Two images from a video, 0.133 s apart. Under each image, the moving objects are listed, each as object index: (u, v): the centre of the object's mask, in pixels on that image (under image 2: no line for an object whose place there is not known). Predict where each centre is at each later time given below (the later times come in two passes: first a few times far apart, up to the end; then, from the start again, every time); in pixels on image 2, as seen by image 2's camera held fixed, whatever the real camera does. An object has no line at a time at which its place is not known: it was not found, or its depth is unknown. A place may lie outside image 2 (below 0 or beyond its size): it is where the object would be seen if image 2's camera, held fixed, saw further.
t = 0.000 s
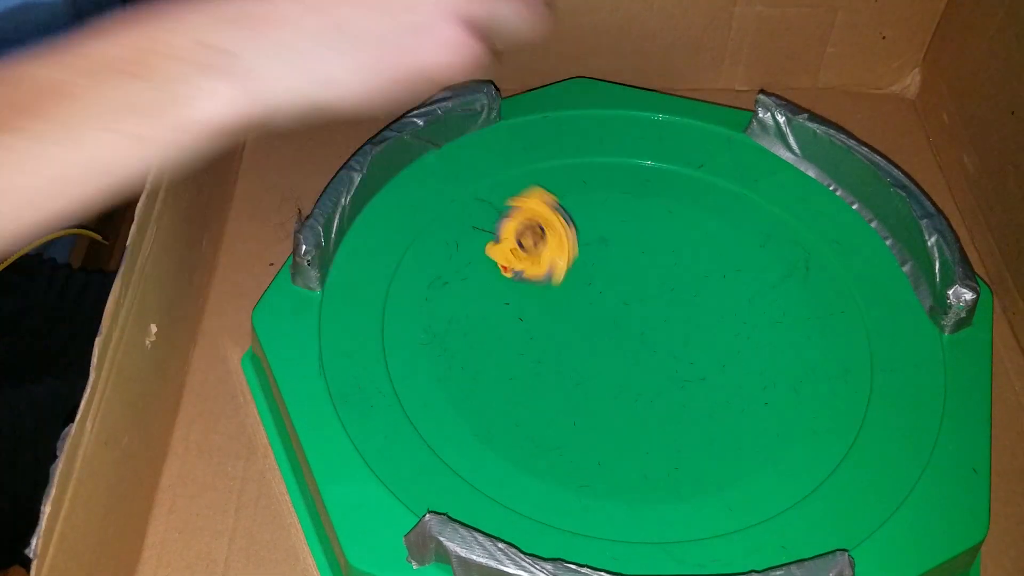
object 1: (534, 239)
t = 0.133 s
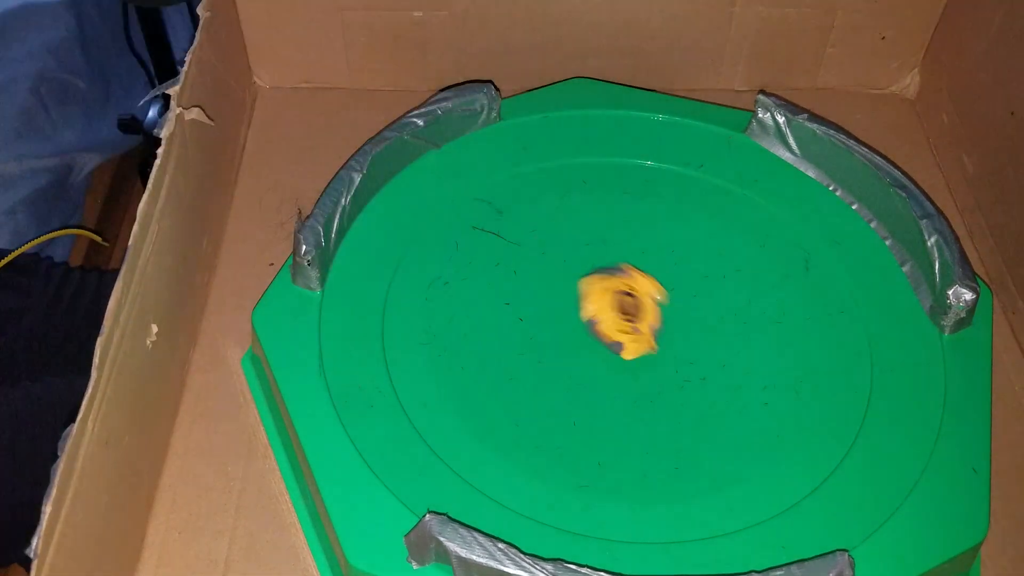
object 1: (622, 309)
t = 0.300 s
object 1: (699, 333)
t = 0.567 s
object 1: (694, 329)
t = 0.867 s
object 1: (653, 344)
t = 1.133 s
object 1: (684, 351)
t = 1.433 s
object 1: (656, 347)
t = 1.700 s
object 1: (680, 325)
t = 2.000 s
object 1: (648, 335)
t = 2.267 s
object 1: (667, 352)
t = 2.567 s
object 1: (651, 346)
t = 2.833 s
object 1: (671, 326)
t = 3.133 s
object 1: (662, 329)
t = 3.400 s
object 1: (657, 351)
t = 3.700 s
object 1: (651, 347)
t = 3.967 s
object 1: (652, 325)
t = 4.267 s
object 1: (650, 331)
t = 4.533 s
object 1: (652, 348)
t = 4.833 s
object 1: (652, 349)
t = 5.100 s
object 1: (646, 336)
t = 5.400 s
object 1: (653, 324)
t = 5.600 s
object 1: (643, 338)
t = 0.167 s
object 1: (641, 318)
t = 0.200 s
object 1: (662, 325)
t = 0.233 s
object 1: (684, 331)
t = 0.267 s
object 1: (695, 333)
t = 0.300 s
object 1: (699, 333)
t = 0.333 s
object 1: (700, 334)
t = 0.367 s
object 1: (700, 334)
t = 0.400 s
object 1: (700, 334)
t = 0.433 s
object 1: (699, 333)
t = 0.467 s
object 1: (698, 331)
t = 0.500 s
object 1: (697, 330)
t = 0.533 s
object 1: (695, 329)
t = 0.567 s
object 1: (694, 329)
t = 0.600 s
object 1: (691, 328)
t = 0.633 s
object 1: (688, 327)
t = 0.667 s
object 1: (683, 326)
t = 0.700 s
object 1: (679, 325)
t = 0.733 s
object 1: (669, 327)
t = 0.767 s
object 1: (656, 331)
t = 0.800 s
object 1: (652, 336)
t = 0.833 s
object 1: (652, 339)
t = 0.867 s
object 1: (653, 344)
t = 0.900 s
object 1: (656, 348)
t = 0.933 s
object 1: (656, 351)
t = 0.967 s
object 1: (665, 352)
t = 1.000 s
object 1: (671, 352)
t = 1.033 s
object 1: (677, 353)
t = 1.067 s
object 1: (681, 352)
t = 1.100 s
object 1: (683, 351)
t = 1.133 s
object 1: (684, 351)
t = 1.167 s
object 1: (685, 351)
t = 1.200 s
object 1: (684, 351)
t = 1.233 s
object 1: (683, 352)
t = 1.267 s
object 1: (680, 352)
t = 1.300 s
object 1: (676, 352)
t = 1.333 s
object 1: (671, 352)
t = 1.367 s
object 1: (665, 352)
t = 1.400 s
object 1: (660, 350)
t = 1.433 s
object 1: (656, 347)
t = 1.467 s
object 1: (656, 343)
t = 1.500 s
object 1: (646, 340)
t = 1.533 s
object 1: (659, 333)
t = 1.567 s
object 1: (663, 329)
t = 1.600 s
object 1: (668, 326)
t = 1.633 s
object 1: (672, 325)
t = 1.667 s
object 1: (676, 325)
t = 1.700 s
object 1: (680, 325)
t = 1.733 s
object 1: (682, 326)
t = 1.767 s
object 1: (683, 326)
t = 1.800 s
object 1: (681, 325)
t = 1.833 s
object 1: (679, 325)
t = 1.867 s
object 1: (675, 325)
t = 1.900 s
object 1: (670, 326)
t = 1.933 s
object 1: (654, 327)
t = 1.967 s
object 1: (649, 331)
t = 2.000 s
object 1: (648, 335)
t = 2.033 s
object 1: (649, 339)
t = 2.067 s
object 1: (650, 344)
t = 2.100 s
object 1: (651, 347)
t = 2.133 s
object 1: (654, 349)
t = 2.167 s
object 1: (658, 351)
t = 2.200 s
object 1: (661, 352)
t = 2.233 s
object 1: (664, 352)
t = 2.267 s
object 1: (667, 352)
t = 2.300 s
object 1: (668, 352)
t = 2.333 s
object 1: (669, 352)
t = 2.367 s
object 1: (668, 352)
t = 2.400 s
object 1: (663, 352)
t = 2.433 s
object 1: (661, 353)
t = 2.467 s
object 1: (660, 352)
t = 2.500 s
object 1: (657, 351)
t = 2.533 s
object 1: (654, 349)
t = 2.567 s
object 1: (651, 346)
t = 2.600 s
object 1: (649, 344)
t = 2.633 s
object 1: (647, 340)
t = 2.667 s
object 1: (649, 337)
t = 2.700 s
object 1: (648, 333)
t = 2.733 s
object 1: (650, 330)
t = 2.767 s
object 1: (663, 329)
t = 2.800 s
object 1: (669, 326)
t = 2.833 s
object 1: (671, 326)
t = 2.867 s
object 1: (675, 325)
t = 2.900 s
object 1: (676, 325)
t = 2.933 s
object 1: (676, 325)
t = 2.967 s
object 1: (675, 325)
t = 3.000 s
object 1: (674, 325)
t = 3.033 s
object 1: (672, 325)
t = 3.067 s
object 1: (669, 326)
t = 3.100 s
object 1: (665, 327)
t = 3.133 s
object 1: (662, 329)
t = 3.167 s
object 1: (646, 335)
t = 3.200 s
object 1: (643, 339)
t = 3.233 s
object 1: (644, 342)
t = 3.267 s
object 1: (646, 345)
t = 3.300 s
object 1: (648, 347)
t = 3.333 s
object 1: (650, 349)
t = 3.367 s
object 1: (654, 350)
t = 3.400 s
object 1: (657, 351)
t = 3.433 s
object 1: (658, 352)
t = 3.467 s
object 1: (659, 352)
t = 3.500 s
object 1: (660, 352)
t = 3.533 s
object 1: (660, 352)
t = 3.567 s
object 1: (658, 351)
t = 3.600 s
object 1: (656, 351)
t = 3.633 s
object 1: (654, 350)
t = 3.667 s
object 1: (653, 349)
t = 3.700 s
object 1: (651, 347)
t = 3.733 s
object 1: (649, 345)
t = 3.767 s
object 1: (647, 343)
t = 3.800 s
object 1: (647, 340)
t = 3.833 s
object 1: (646, 337)
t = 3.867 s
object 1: (647, 334)
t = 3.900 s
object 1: (648, 332)
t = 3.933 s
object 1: (650, 330)
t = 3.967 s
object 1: (652, 325)
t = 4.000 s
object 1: (664, 328)
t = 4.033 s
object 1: (669, 326)
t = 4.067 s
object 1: (669, 326)
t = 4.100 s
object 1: (670, 326)
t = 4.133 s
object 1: (670, 326)
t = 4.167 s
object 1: (669, 326)
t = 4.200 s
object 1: (667, 326)
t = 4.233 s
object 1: (665, 327)
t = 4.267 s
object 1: (650, 331)
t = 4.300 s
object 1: (645, 333)
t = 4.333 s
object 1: (644, 336)
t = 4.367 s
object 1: (644, 339)
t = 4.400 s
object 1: (644, 343)
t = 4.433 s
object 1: (645, 345)
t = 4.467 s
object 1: (647, 347)
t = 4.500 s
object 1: (648, 348)
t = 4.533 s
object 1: (652, 348)
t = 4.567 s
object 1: (653, 349)
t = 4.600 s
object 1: (652, 351)
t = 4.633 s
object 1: (653, 351)
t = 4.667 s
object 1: (657, 352)
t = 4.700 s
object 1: (654, 351)
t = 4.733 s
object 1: (657, 351)
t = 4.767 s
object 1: (656, 351)
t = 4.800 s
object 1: (652, 350)
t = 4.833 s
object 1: (652, 349)
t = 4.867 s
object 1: (652, 349)
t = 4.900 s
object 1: (651, 348)
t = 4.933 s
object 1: (650, 347)
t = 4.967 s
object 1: (646, 345)
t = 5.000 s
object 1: (645, 344)
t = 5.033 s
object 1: (646, 341)
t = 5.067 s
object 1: (645, 338)
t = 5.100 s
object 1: (646, 336)
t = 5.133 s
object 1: (647, 334)
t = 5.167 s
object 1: (649, 333)
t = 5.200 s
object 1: (649, 330)
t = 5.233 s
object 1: (650, 329)
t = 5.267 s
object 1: (652, 325)
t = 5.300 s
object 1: (654, 323)
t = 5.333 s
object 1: (668, 326)
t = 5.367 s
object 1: (668, 326)
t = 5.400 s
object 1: (653, 324)
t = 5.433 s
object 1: (651, 326)
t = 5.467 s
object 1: (649, 328)
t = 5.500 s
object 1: (647, 332)
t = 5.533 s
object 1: (645, 333)
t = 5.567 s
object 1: (643, 335)
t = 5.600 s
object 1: (643, 338)
